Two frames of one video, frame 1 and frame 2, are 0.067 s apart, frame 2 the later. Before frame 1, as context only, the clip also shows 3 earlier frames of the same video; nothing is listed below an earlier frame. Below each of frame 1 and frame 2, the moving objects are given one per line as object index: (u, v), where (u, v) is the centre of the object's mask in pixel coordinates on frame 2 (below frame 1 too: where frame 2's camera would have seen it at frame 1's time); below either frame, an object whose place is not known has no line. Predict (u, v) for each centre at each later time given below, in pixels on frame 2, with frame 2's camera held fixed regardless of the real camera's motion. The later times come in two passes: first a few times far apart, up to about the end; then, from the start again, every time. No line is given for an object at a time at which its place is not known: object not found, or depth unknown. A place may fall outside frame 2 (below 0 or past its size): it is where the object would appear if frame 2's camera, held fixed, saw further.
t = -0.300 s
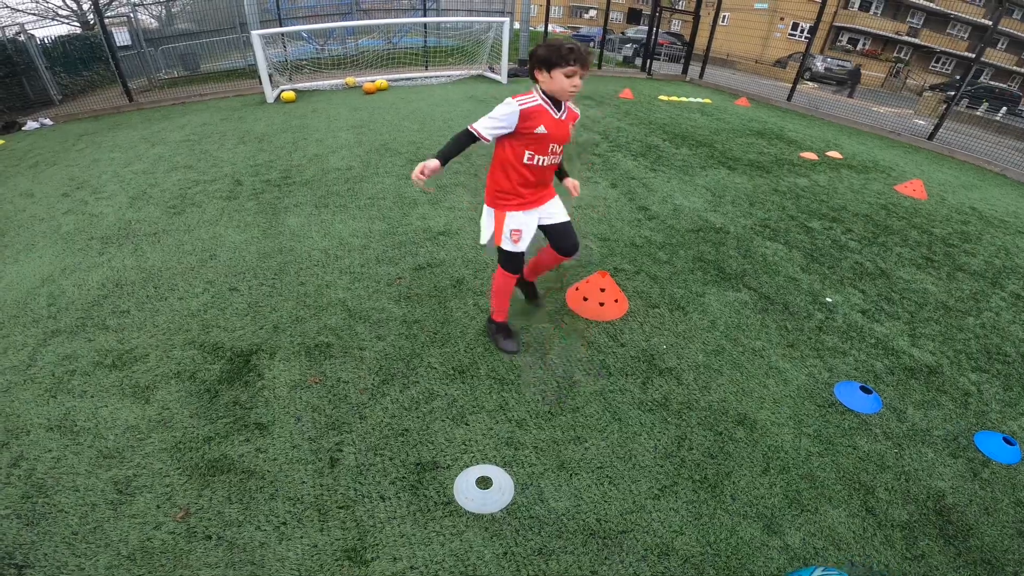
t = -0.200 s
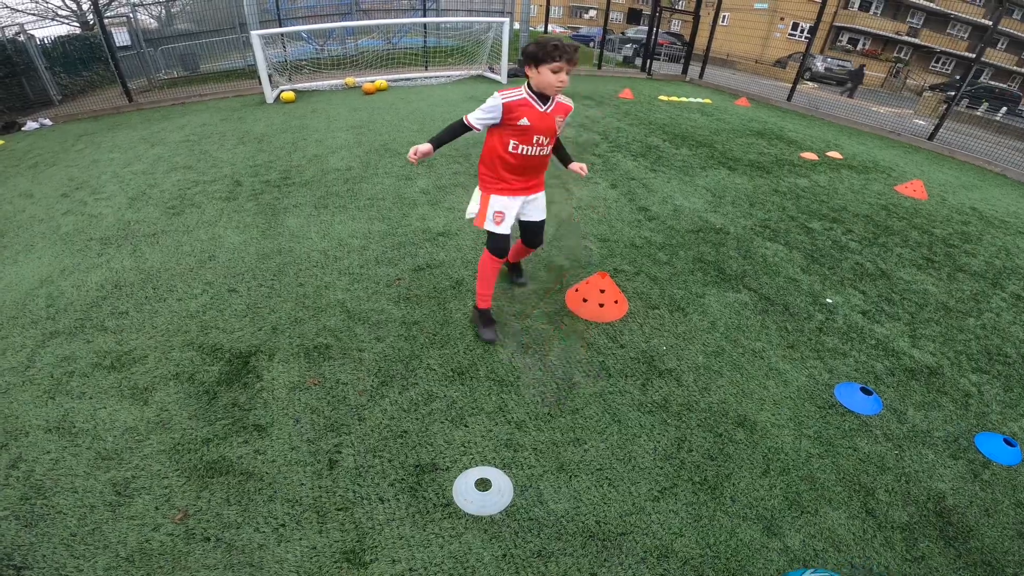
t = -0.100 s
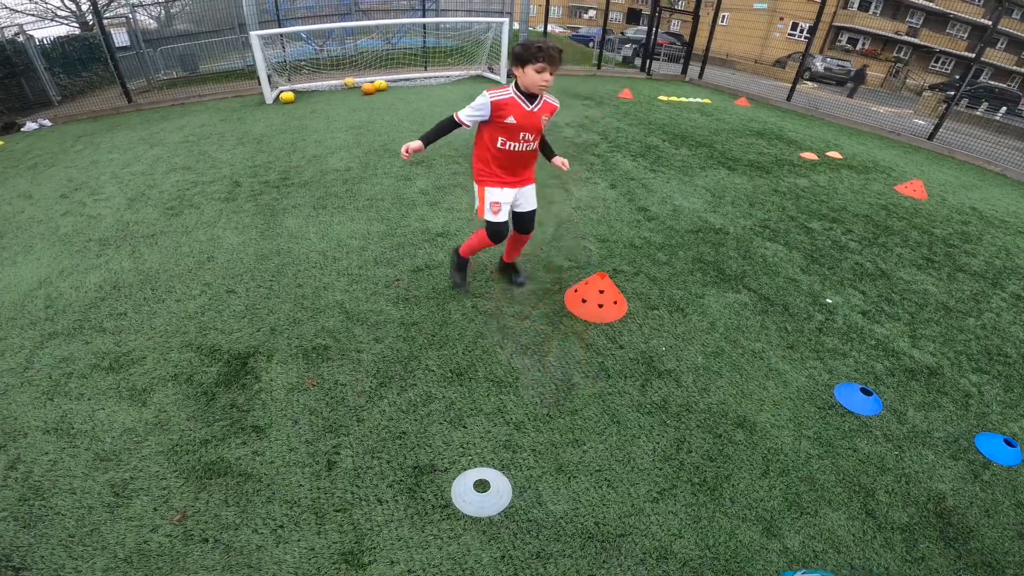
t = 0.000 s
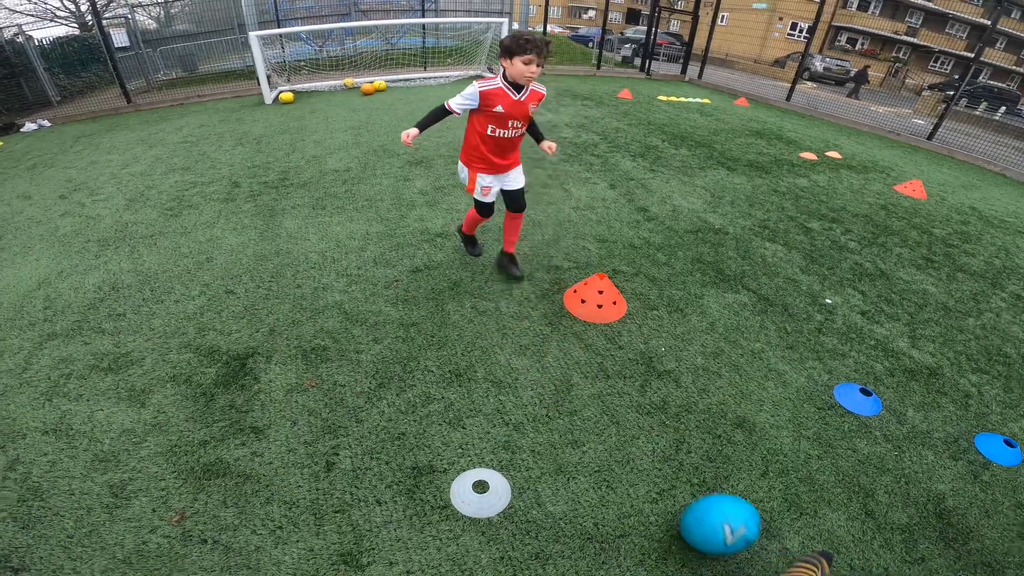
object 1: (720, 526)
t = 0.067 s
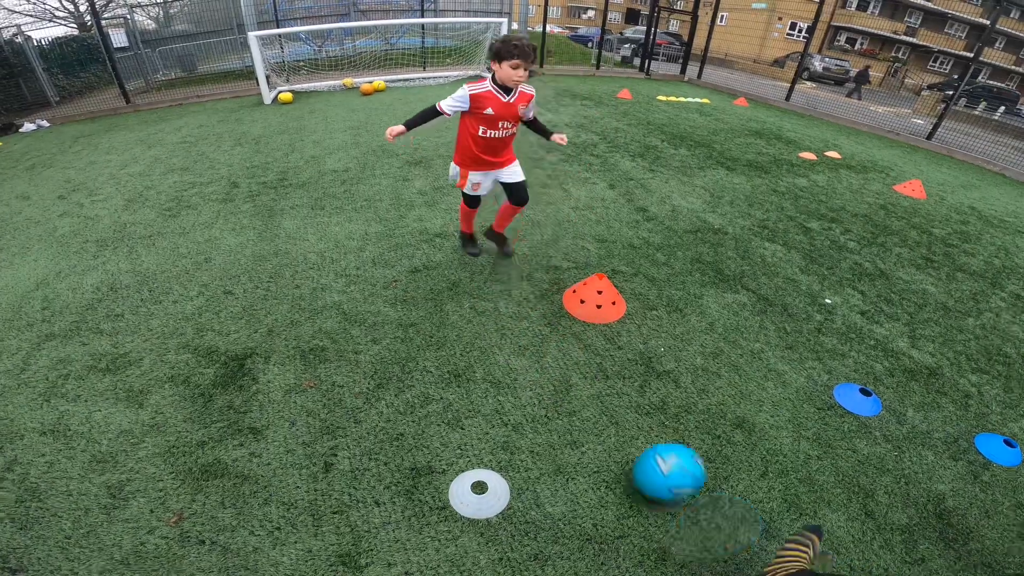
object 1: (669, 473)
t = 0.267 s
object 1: (569, 360)
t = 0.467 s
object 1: (511, 289)
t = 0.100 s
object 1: (647, 449)
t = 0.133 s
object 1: (629, 428)
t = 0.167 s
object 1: (610, 408)
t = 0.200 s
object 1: (595, 390)
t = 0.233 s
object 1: (582, 373)
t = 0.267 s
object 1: (569, 360)
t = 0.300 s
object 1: (558, 345)
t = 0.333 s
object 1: (546, 332)
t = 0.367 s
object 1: (537, 320)
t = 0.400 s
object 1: (527, 309)
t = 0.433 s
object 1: (518, 298)
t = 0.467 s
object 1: (511, 289)
